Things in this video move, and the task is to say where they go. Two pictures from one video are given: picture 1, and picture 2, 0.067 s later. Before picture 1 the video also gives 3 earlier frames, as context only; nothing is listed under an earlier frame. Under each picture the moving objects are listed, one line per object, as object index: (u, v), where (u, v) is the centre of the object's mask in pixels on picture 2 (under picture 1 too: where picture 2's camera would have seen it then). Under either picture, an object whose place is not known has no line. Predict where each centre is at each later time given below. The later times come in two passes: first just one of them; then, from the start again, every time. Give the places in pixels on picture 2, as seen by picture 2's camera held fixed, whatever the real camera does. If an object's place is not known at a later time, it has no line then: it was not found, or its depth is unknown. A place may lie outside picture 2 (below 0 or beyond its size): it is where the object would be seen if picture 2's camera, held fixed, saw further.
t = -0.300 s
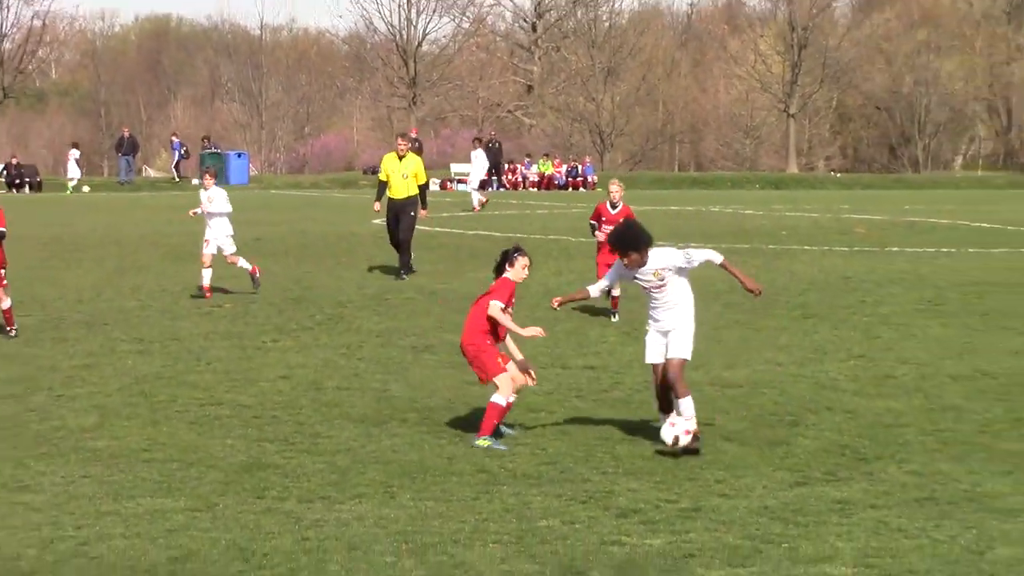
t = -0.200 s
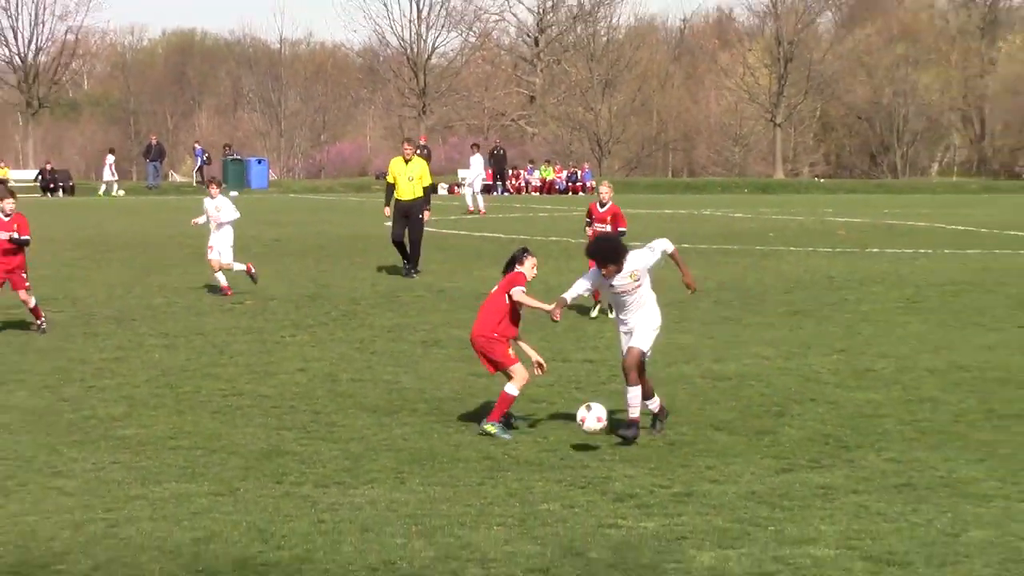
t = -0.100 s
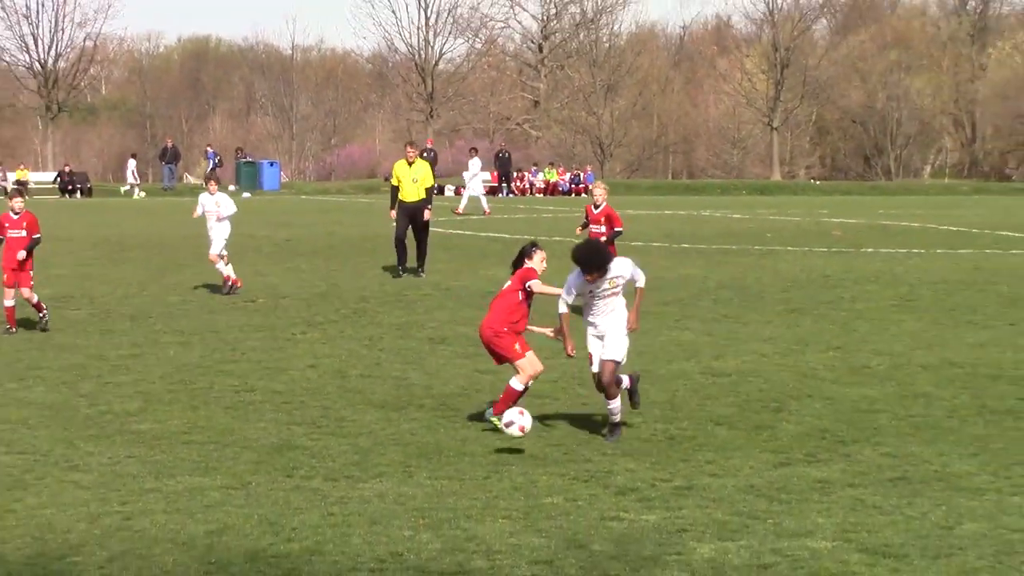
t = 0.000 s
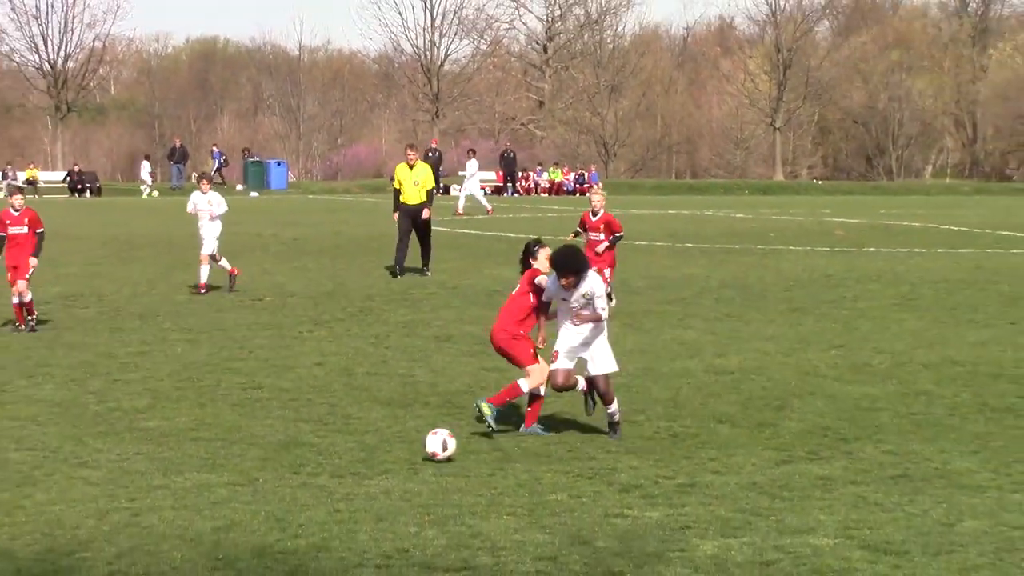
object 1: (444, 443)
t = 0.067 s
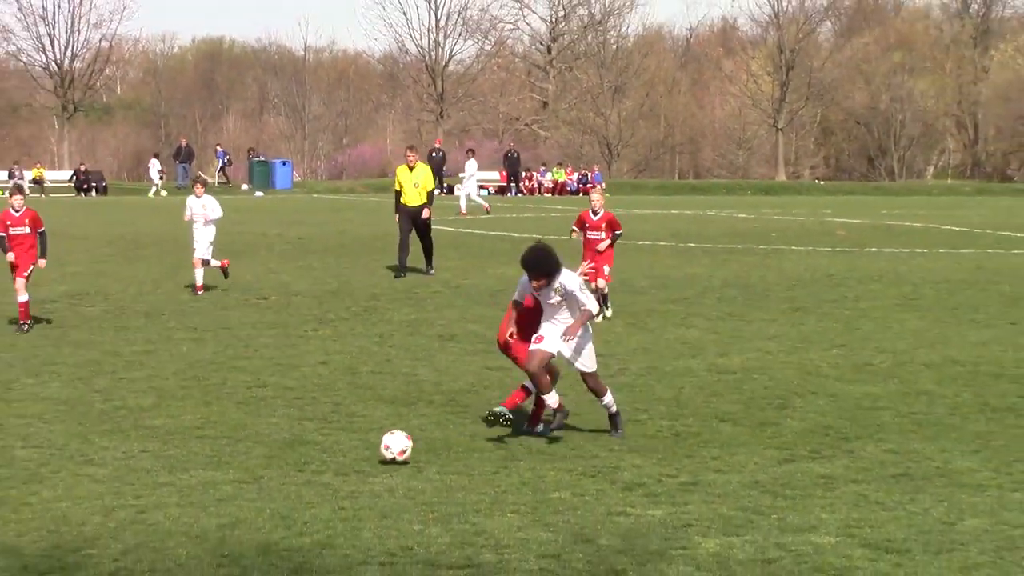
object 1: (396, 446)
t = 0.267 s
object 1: (256, 468)
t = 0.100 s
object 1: (373, 446)
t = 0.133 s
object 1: (350, 446)
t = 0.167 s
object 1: (327, 449)
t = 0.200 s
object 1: (304, 454)
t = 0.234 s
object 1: (280, 461)
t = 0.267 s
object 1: (256, 468)
